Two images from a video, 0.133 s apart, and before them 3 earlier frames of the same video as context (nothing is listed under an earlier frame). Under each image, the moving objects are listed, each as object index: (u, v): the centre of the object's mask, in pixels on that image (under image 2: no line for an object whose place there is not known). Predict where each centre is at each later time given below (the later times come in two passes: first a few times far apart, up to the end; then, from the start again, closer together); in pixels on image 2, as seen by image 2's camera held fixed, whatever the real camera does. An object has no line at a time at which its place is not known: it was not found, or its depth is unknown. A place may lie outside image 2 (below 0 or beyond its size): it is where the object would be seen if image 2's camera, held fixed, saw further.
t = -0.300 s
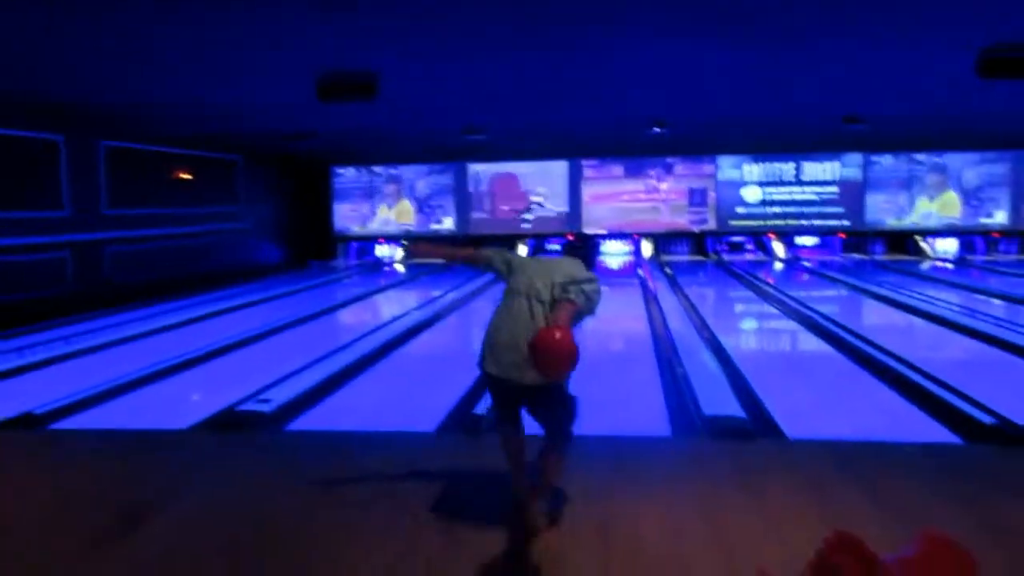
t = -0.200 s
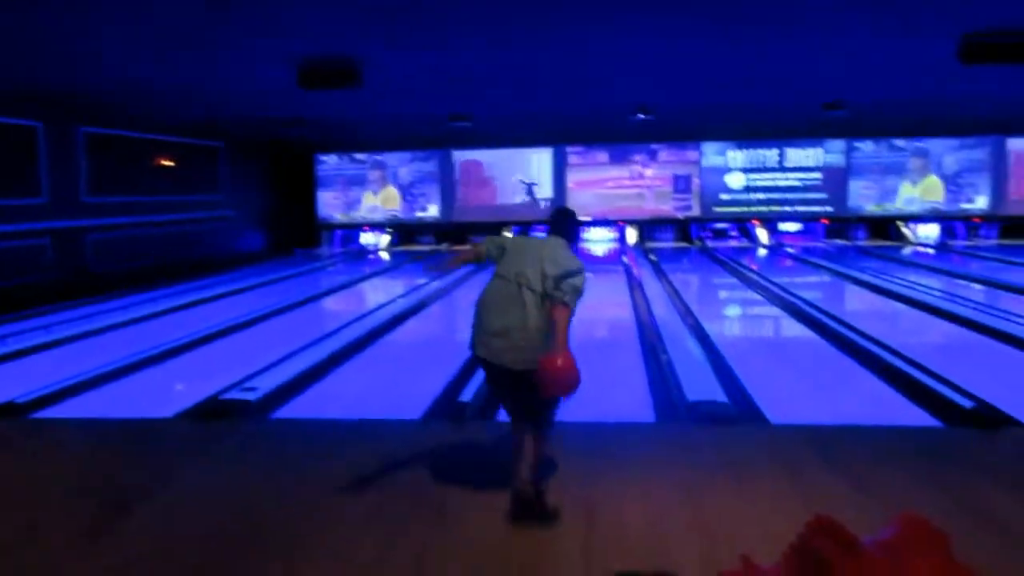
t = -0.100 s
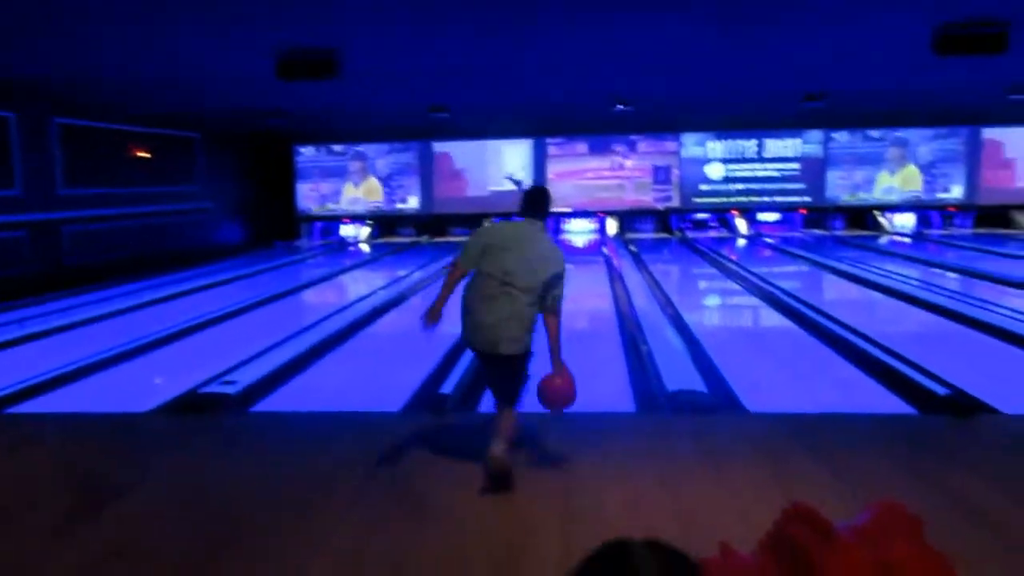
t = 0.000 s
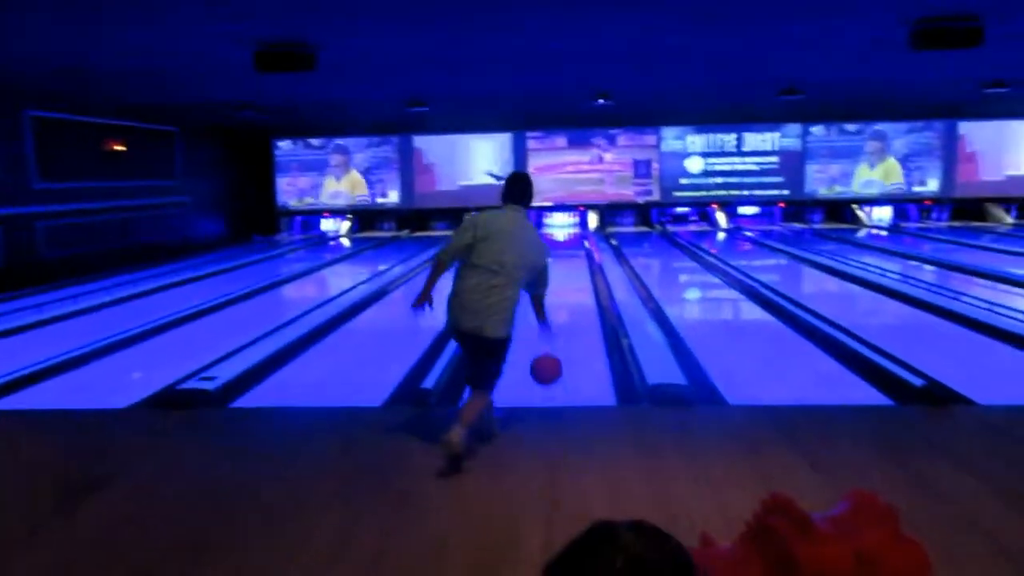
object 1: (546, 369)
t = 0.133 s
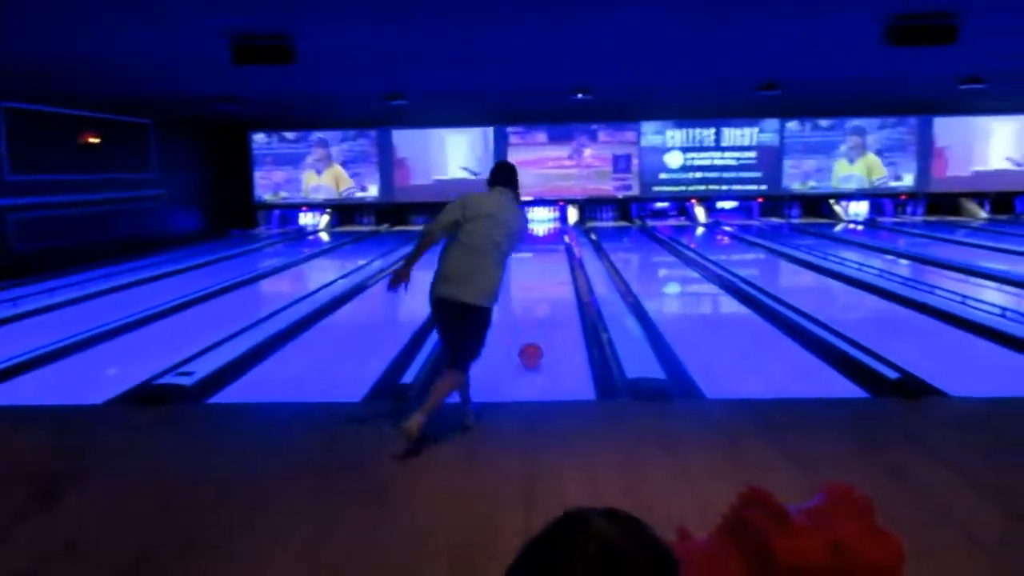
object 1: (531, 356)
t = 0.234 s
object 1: (533, 334)
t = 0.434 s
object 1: (537, 303)
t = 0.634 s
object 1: (540, 281)
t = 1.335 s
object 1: (542, 241)
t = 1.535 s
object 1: (540, 237)
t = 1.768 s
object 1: (540, 230)
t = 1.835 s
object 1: (539, 228)
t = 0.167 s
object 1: (532, 349)
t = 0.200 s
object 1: (533, 341)
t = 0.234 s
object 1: (533, 334)
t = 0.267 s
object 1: (534, 328)
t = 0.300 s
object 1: (535, 322)
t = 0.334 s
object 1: (535, 317)
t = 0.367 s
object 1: (536, 312)
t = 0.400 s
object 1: (536, 308)
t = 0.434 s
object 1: (537, 303)
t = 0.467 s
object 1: (537, 299)
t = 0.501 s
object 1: (538, 295)
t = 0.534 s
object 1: (538, 291)
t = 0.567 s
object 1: (538, 288)
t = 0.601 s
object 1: (539, 285)
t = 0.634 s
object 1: (540, 281)
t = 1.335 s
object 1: (542, 241)
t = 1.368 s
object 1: (540, 241)
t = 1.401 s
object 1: (540, 241)
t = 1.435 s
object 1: (540, 239)
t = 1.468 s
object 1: (540, 238)
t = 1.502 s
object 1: (540, 238)
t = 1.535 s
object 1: (540, 237)
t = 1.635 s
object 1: (540, 236)
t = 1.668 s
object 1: (540, 233)
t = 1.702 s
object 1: (540, 232)
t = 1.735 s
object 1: (539, 231)
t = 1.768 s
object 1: (540, 230)
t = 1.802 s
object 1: (540, 229)
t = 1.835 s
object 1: (539, 228)
